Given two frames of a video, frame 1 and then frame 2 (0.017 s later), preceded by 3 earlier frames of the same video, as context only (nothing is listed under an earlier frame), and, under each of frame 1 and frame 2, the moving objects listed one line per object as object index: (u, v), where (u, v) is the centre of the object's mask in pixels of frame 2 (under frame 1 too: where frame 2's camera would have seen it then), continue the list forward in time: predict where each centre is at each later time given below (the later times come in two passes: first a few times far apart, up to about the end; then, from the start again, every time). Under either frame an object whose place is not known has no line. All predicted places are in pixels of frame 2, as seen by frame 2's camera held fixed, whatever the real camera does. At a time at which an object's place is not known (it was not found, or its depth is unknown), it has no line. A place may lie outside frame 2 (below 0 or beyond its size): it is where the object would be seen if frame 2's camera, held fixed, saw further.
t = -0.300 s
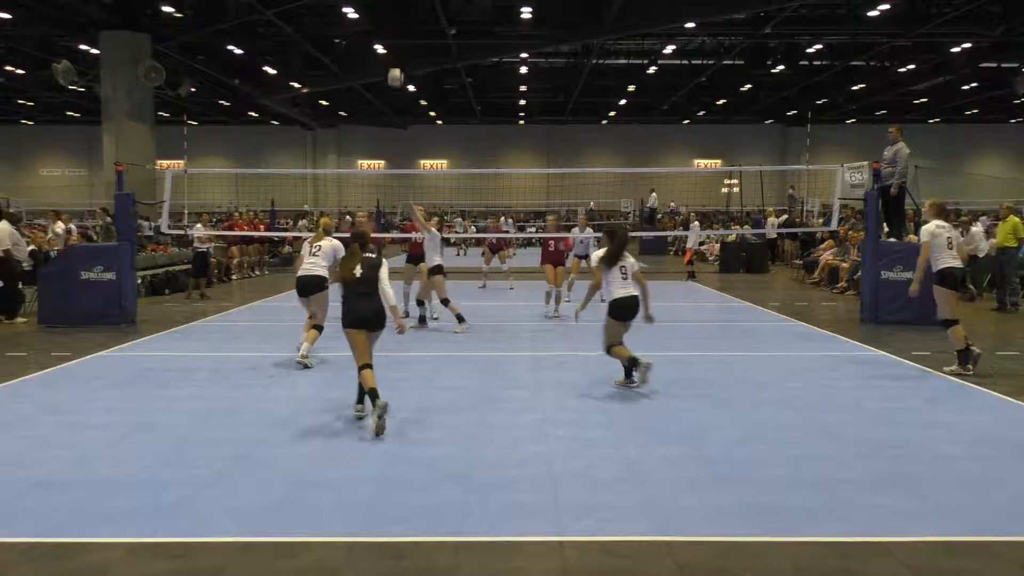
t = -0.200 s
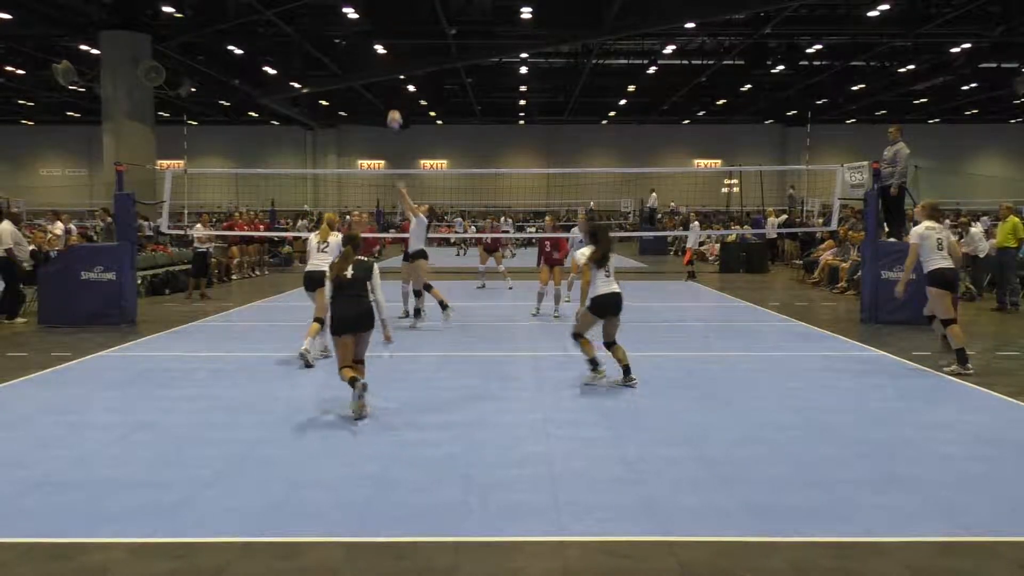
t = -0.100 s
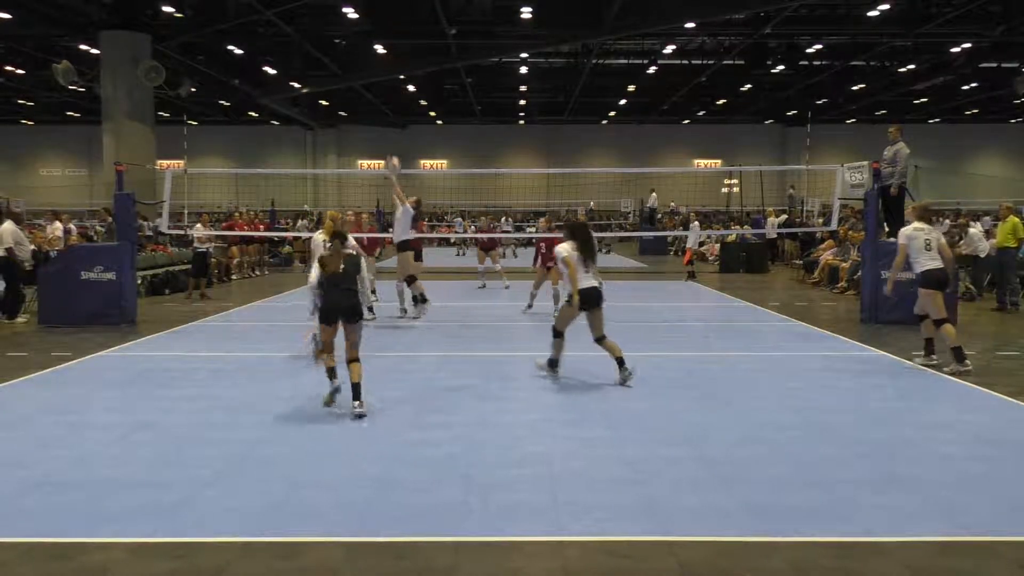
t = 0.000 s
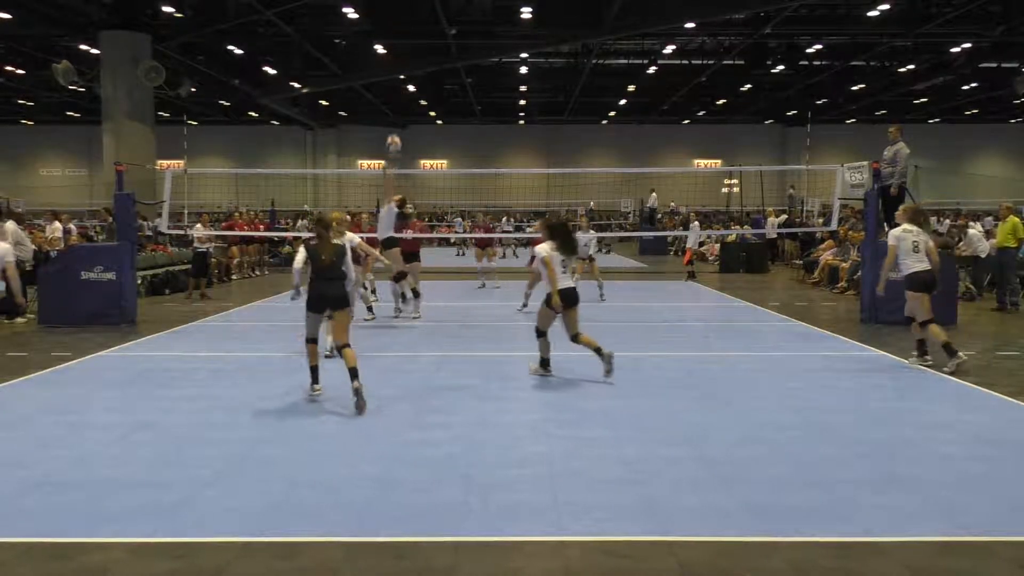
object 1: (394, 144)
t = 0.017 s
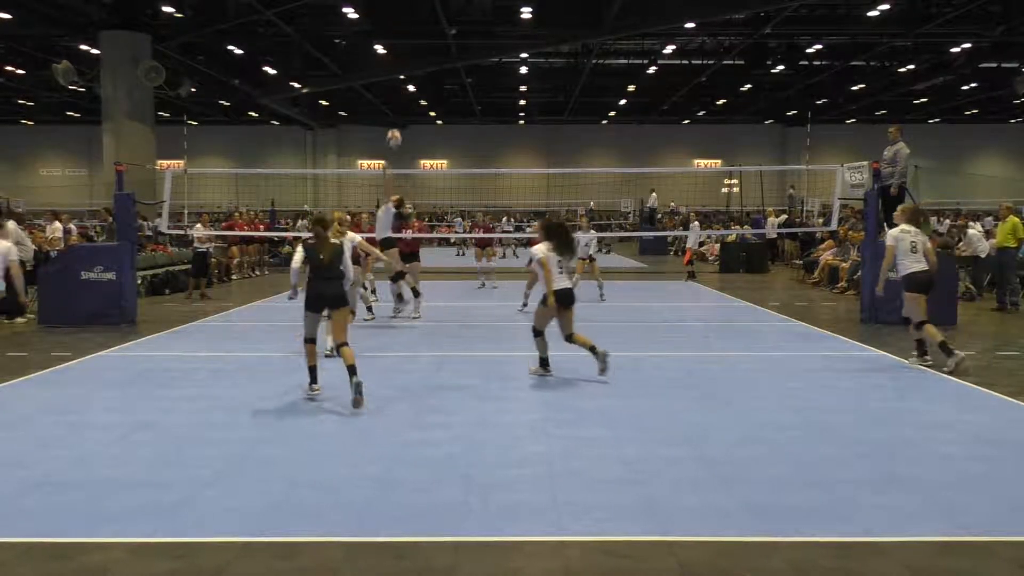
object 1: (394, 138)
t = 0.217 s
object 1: (395, 88)
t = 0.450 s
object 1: (396, 65)
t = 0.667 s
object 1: (398, 77)
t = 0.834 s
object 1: (399, 112)
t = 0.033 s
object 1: (394, 133)
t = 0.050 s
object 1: (394, 129)
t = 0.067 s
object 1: (394, 124)
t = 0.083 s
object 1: (394, 118)
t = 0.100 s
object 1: (394, 114)
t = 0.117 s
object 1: (394, 109)
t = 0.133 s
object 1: (394, 106)
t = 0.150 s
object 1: (394, 101)
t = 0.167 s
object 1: (394, 98)
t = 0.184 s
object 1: (394, 94)
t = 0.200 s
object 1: (394, 91)
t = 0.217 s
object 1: (395, 88)
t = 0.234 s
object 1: (395, 85)
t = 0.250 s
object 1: (395, 82)
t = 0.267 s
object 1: (395, 80)
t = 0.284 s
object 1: (395, 77)
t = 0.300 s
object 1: (395, 75)
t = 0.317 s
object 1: (396, 73)
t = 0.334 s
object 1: (396, 71)
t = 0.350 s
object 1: (396, 70)
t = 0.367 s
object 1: (396, 68)
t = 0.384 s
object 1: (396, 67)
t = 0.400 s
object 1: (396, 66)
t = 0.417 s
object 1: (396, 66)
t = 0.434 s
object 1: (396, 66)
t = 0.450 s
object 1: (396, 65)
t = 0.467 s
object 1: (396, 64)
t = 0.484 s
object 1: (396, 64)
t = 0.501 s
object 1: (396, 64)
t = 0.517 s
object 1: (396, 65)
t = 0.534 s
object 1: (396, 66)
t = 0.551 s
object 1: (397, 67)
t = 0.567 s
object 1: (397, 68)
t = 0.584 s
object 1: (397, 69)
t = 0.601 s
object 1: (397, 70)
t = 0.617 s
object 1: (397, 72)
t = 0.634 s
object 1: (397, 73)
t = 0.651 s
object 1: (397, 76)
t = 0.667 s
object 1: (398, 77)
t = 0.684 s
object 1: (398, 80)
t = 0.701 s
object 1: (398, 83)
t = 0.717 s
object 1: (398, 85)
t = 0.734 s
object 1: (398, 88)
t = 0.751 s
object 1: (398, 92)
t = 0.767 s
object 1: (399, 95)
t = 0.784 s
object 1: (399, 99)
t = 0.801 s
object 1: (399, 103)
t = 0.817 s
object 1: (399, 107)
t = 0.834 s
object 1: (399, 112)
